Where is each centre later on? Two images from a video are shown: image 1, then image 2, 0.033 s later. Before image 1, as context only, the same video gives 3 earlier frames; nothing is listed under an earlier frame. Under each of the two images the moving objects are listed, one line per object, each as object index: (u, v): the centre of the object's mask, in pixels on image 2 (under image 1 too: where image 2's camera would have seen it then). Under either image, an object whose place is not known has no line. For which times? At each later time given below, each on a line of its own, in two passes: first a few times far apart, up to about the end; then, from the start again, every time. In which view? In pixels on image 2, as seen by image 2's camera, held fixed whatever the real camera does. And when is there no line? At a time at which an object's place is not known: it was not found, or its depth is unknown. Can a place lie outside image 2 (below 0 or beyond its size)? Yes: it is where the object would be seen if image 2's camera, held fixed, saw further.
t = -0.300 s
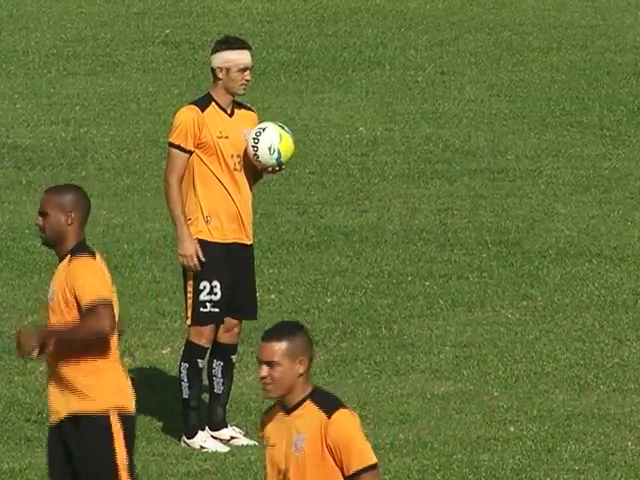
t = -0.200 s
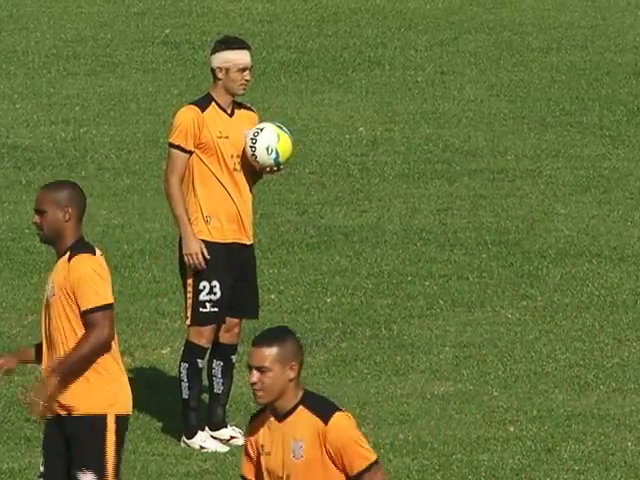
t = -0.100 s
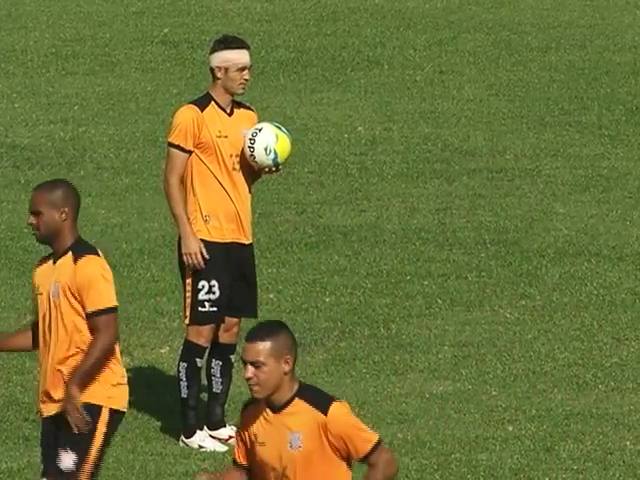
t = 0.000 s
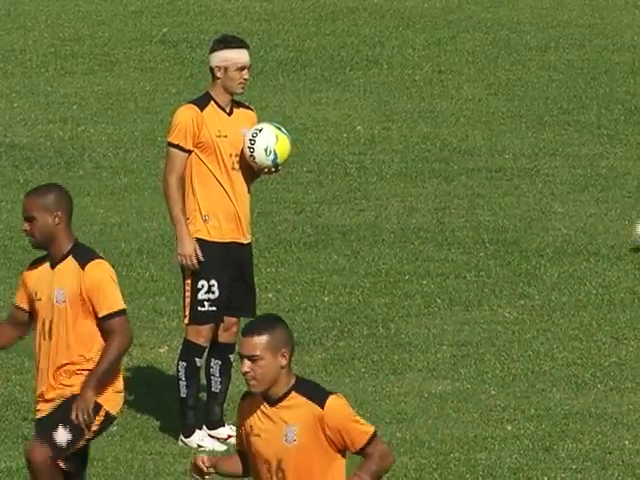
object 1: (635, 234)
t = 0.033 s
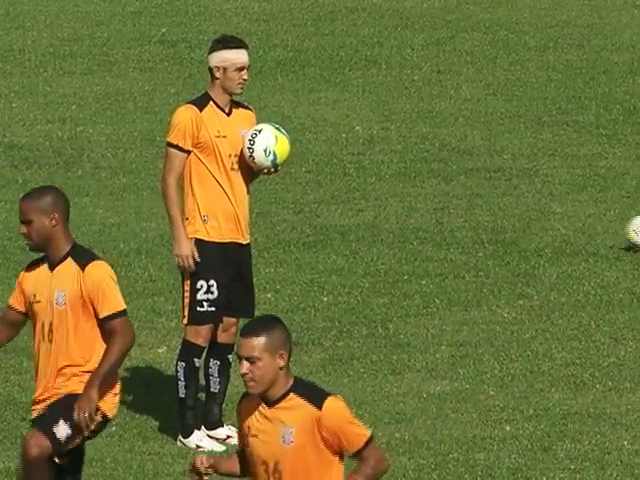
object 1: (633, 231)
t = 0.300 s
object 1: (591, 223)
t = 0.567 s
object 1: (541, 214)
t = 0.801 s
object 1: (506, 206)
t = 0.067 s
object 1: (631, 231)
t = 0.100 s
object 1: (627, 230)
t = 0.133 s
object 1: (623, 230)
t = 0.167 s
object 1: (617, 227)
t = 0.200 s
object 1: (611, 226)
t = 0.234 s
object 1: (605, 224)
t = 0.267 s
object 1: (597, 224)
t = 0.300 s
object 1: (591, 223)
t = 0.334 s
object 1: (584, 221)
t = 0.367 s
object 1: (577, 217)
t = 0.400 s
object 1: (571, 214)
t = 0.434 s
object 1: (566, 215)
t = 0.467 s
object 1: (560, 217)
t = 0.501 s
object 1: (553, 217)
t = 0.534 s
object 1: (547, 217)
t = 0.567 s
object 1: (541, 214)
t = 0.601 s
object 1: (536, 211)
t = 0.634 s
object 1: (532, 211)
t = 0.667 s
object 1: (525, 212)
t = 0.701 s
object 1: (519, 210)
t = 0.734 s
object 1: (514, 207)
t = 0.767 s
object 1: (510, 206)
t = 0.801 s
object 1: (506, 206)
